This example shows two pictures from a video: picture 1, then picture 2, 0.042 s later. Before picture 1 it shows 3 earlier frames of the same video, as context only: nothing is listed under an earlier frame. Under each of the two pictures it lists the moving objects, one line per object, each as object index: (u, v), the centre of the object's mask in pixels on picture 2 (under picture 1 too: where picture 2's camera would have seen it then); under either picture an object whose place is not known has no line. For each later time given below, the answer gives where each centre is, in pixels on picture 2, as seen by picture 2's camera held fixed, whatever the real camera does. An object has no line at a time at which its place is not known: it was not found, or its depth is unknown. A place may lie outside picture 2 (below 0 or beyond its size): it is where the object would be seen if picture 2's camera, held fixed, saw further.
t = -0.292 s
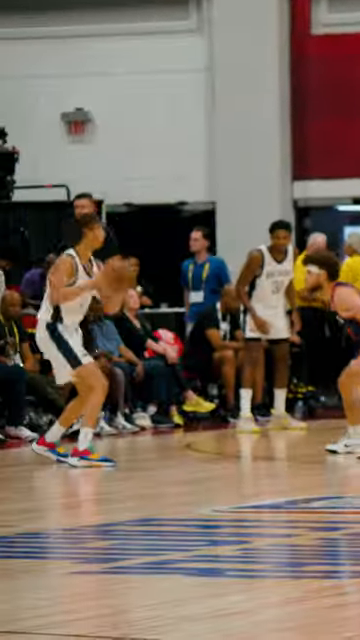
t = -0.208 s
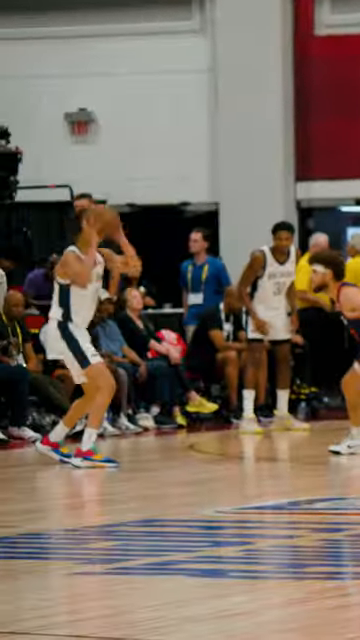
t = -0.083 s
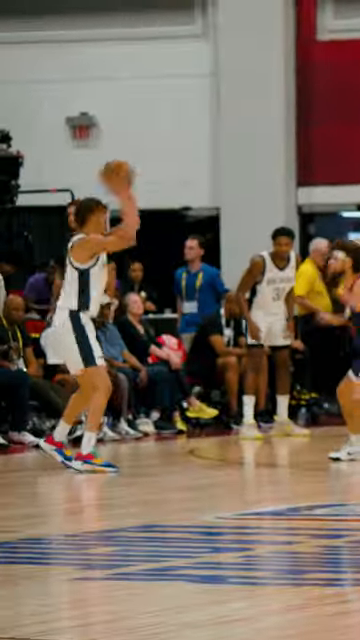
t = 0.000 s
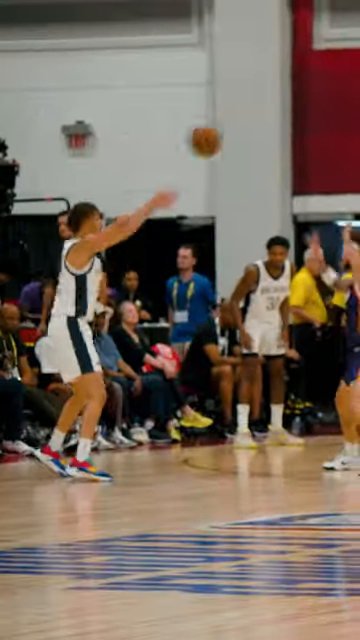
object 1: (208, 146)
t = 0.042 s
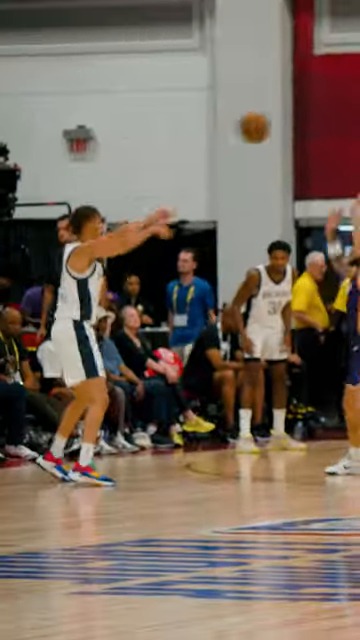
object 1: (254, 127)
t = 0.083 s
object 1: (302, 112)
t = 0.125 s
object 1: (349, 98)
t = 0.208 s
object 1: (445, 76)
